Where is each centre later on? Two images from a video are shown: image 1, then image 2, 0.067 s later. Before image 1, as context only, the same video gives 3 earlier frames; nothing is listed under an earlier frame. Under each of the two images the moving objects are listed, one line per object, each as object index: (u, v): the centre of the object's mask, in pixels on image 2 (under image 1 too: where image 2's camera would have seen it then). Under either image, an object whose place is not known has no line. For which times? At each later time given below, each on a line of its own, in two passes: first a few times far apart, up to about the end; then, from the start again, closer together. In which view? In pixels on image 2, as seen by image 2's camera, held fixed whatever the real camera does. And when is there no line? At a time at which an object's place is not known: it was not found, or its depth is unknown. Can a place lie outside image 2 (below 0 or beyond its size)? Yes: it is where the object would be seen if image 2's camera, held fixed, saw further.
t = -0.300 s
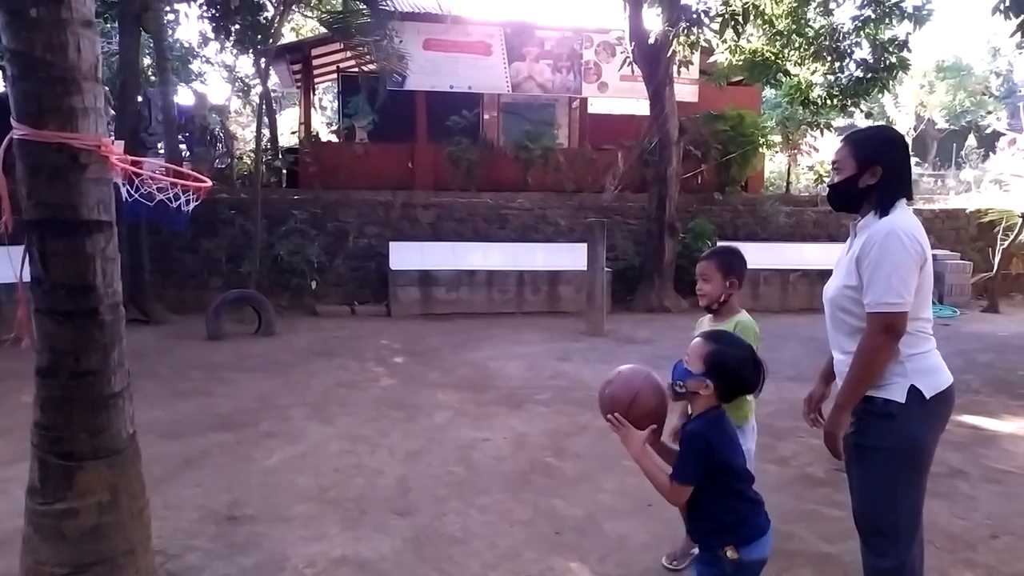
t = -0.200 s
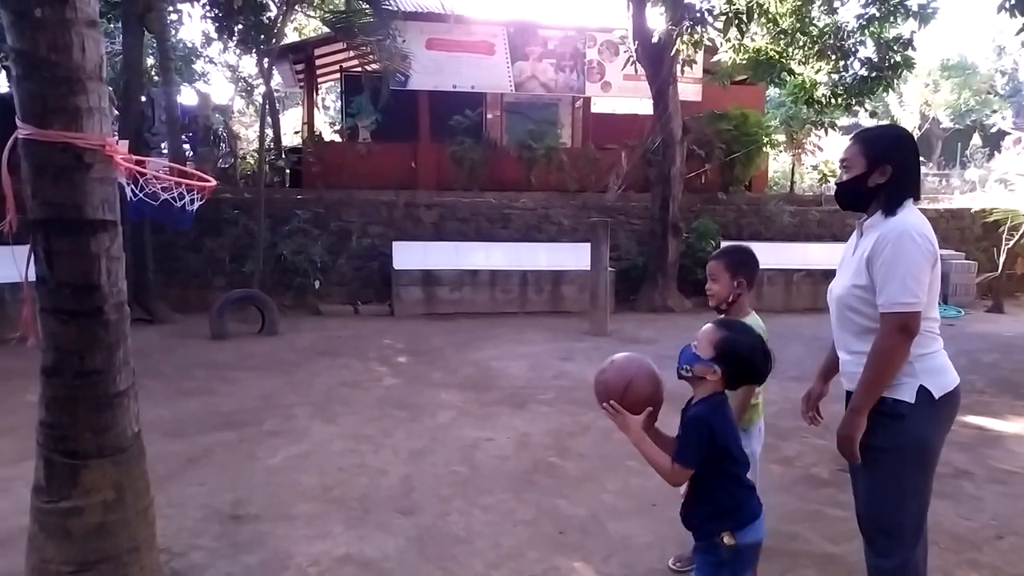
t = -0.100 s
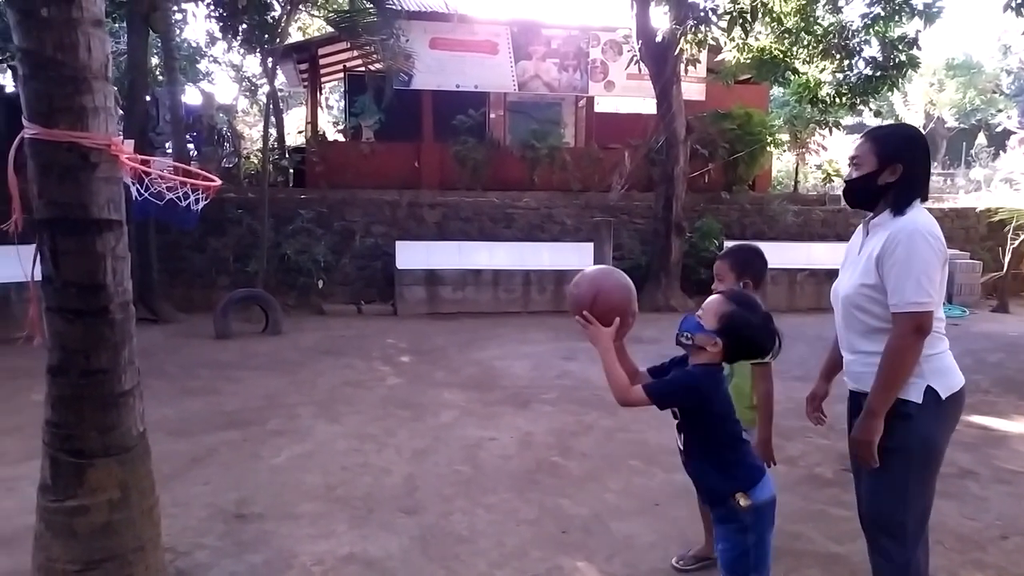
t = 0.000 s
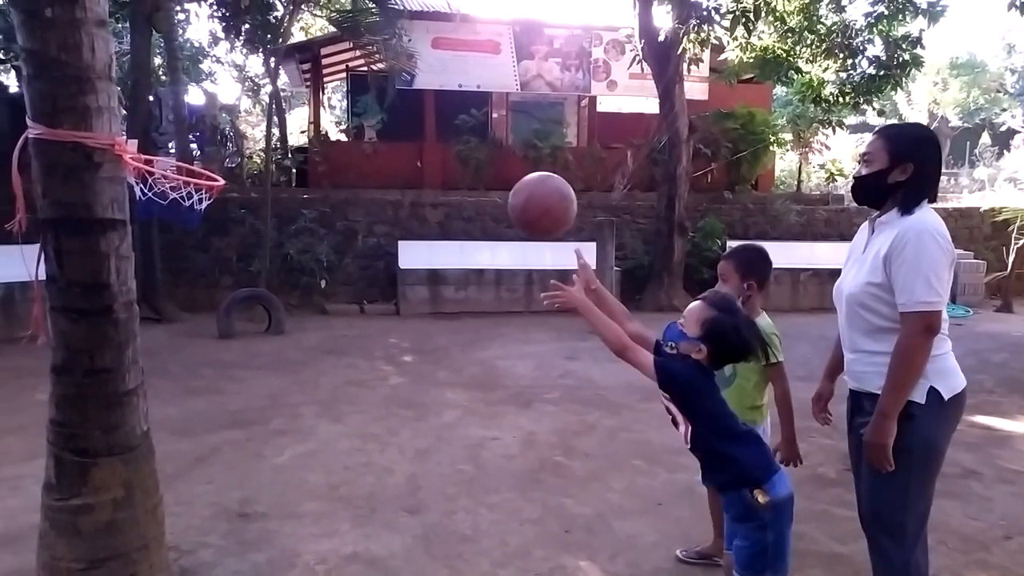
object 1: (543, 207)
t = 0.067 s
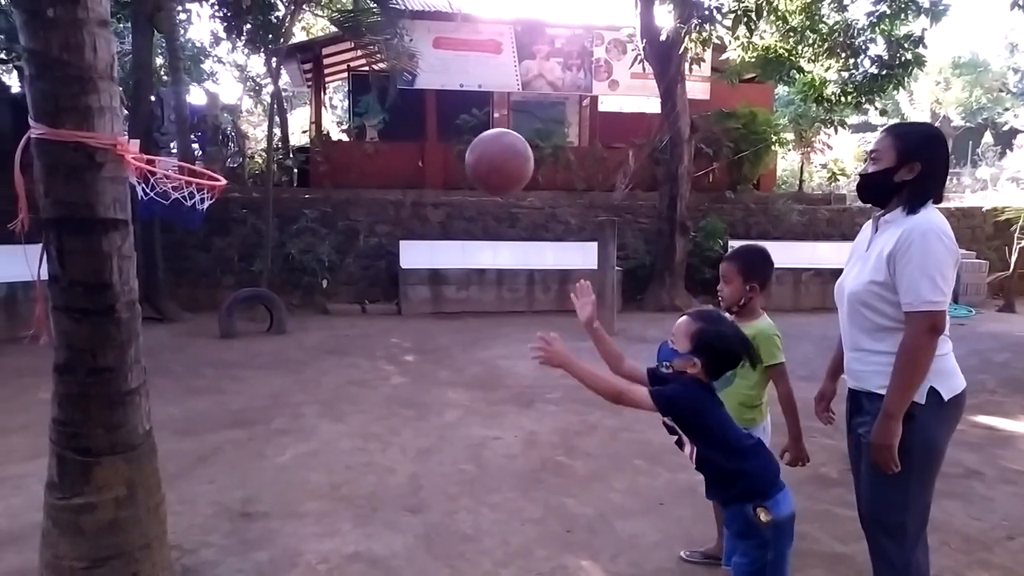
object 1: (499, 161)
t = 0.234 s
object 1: (391, 122)
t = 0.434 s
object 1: (274, 200)
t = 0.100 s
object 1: (477, 148)
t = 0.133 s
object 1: (456, 135)
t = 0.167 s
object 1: (434, 128)
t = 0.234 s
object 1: (391, 122)
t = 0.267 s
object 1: (371, 126)
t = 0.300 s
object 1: (350, 135)
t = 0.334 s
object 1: (330, 146)
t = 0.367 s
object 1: (311, 160)
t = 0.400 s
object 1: (293, 179)
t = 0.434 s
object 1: (274, 200)
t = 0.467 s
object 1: (256, 224)
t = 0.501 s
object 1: (239, 253)
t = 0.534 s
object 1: (221, 284)
